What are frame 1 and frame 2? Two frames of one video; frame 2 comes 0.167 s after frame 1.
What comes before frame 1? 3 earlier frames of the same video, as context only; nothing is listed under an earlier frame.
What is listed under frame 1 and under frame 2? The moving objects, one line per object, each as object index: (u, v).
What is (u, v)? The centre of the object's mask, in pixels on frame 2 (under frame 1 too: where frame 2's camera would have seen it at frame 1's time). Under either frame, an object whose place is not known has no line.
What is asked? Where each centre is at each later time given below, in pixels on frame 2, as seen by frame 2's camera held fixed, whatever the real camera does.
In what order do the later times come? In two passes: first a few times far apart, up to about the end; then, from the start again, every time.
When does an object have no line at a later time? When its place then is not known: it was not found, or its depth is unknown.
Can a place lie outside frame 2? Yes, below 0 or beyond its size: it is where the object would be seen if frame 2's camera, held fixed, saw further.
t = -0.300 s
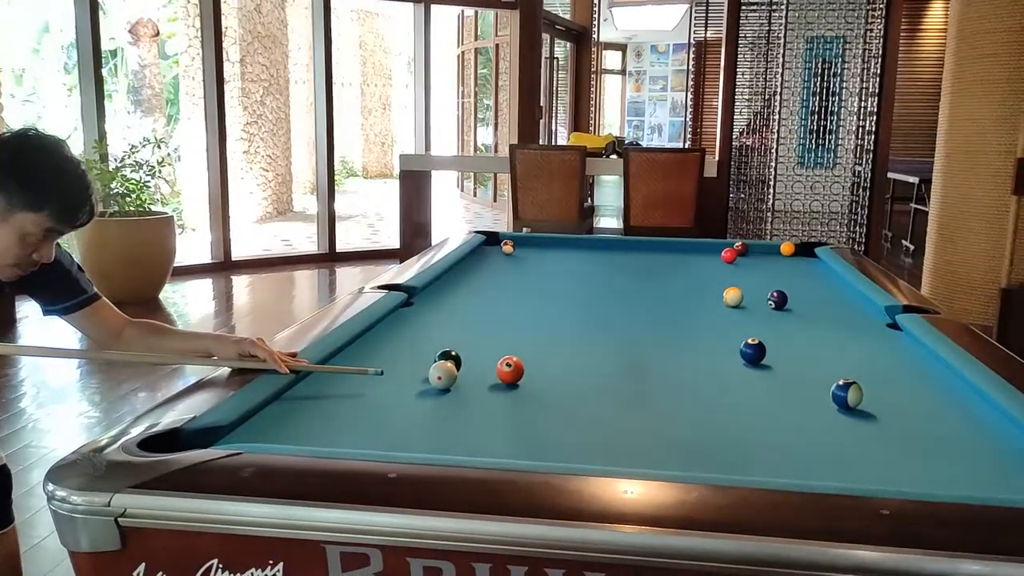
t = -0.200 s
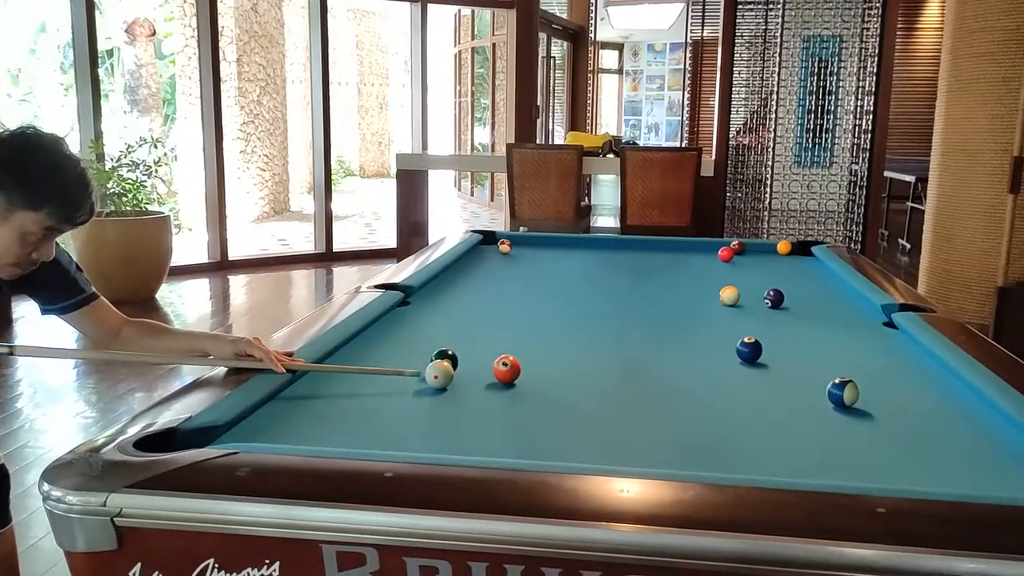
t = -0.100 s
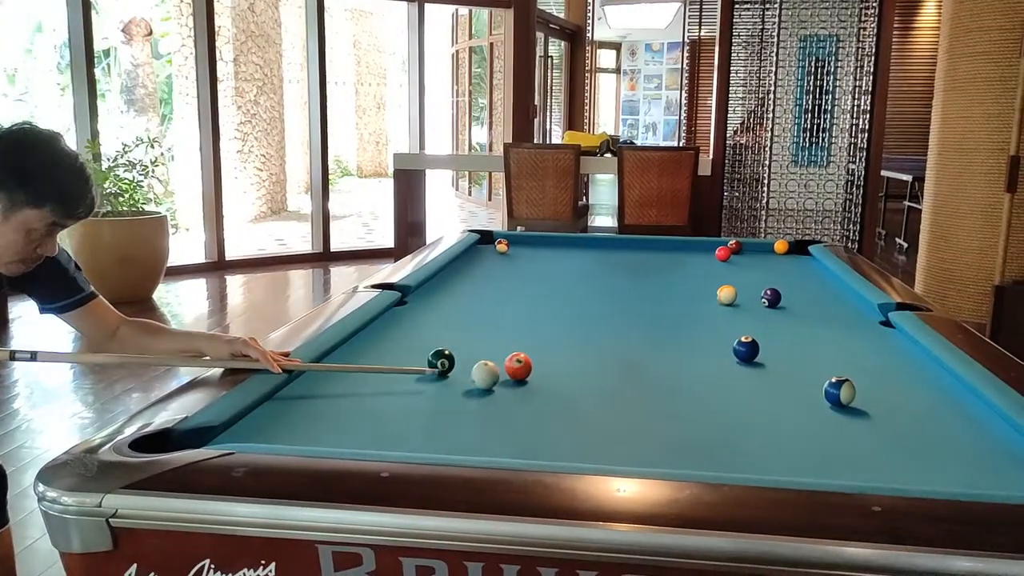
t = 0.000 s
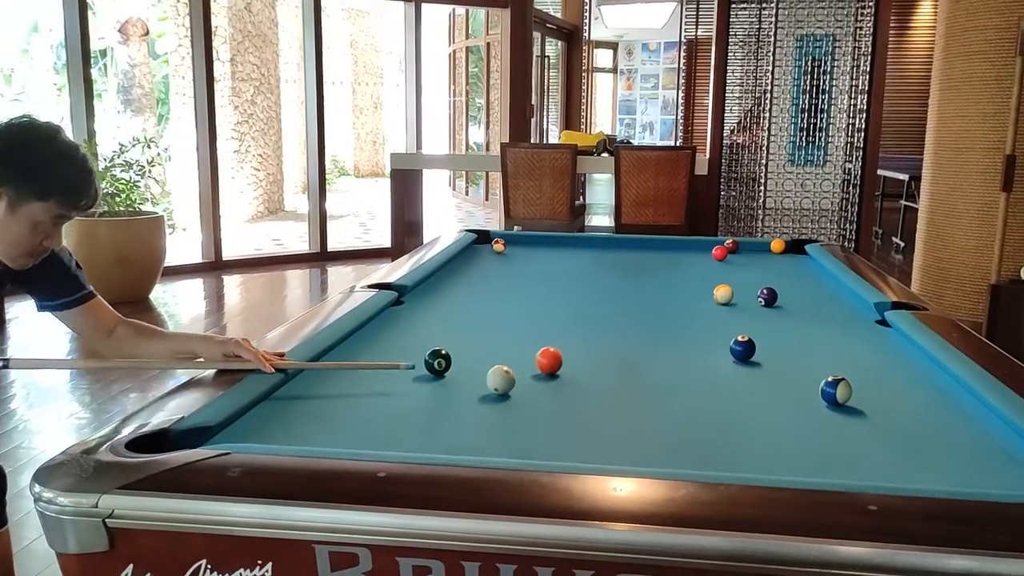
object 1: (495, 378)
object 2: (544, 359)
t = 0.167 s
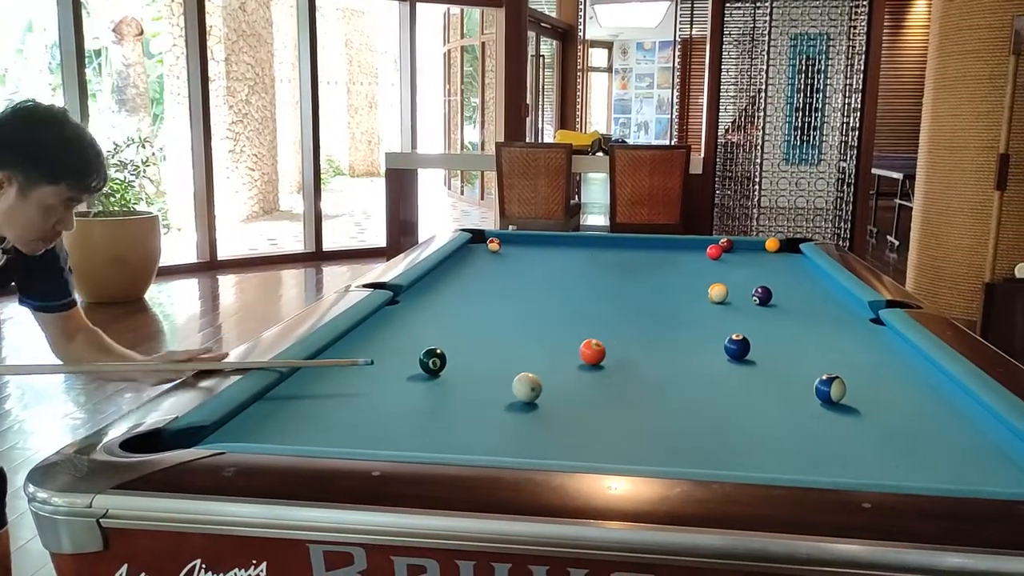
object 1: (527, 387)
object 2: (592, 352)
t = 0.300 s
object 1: (552, 394)
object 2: (628, 346)
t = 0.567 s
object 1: (604, 409)
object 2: (692, 336)
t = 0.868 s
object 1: (665, 425)
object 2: (755, 325)
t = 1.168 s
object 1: (728, 441)
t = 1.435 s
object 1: (784, 456)
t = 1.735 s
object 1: (846, 467)
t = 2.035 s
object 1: (903, 475)
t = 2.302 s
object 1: (925, 475)
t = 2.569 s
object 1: (941, 474)
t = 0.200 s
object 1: (533, 389)
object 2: (601, 350)
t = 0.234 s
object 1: (539, 390)
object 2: (610, 349)
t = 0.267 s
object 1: (545, 392)
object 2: (619, 347)
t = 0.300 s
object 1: (552, 394)
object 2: (628, 346)
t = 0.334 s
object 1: (558, 396)
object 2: (636, 345)
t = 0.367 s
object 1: (565, 398)
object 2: (645, 344)
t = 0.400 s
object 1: (571, 400)
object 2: (653, 342)
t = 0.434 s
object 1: (578, 402)
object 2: (661, 341)
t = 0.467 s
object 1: (585, 403)
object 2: (669, 339)
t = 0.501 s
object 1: (591, 405)
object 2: (677, 338)
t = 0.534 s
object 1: (598, 407)
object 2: (685, 337)
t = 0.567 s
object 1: (604, 409)
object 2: (692, 336)
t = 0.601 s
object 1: (611, 411)
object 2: (700, 334)
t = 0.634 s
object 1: (618, 412)
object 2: (707, 333)
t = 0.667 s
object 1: (625, 414)
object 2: (714, 332)
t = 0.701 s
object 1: (631, 416)
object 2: (721, 330)
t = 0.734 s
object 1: (638, 418)
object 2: (728, 327)
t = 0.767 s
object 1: (645, 420)
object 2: (735, 327)
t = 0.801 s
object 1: (652, 421)
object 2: (742, 326)
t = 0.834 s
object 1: (659, 423)
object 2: (749, 326)
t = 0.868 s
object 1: (665, 425)
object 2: (755, 325)
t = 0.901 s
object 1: (672, 427)
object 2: (762, 324)
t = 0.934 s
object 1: (679, 429)
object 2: (768, 323)
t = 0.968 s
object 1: (686, 431)
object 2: (774, 322)
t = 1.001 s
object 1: (693, 432)
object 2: (781, 321)
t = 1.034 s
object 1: (700, 434)
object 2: (786, 320)
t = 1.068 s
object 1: (707, 436)
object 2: (793, 319)
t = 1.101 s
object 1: (714, 438)
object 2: (798, 318)
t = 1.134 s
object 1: (721, 439)
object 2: (804, 317)
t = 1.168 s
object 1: (728, 441)
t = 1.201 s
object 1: (735, 443)
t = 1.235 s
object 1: (742, 445)
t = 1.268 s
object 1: (749, 447)
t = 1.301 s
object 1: (756, 448)
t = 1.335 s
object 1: (763, 450)
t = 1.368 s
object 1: (770, 452)
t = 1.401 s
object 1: (777, 454)
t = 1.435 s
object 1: (784, 456)
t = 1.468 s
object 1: (791, 457)
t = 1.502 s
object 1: (798, 458)
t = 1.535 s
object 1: (805, 460)
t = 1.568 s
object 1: (812, 461)
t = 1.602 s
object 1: (819, 462)
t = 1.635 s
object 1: (826, 464)
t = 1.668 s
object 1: (833, 465)
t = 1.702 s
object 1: (840, 466)
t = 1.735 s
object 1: (846, 467)
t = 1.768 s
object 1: (853, 468)
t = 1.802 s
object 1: (860, 469)
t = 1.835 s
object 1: (866, 471)
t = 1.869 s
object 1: (873, 472)
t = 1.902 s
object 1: (880, 473)
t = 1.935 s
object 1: (886, 474)
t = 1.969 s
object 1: (894, 475)
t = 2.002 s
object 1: (900, 475)
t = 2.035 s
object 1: (903, 475)
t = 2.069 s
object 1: (906, 475)
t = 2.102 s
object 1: (909, 475)
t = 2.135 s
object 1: (912, 475)
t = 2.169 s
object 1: (915, 475)
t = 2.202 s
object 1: (917, 475)
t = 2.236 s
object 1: (919, 475)
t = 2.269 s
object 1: (922, 475)
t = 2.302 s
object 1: (925, 475)
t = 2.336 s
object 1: (927, 474)
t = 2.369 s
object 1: (929, 474)
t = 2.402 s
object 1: (931, 474)
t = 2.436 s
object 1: (934, 474)
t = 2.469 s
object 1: (936, 474)
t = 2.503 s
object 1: (938, 474)
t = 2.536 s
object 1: (940, 474)
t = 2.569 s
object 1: (941, 474)
